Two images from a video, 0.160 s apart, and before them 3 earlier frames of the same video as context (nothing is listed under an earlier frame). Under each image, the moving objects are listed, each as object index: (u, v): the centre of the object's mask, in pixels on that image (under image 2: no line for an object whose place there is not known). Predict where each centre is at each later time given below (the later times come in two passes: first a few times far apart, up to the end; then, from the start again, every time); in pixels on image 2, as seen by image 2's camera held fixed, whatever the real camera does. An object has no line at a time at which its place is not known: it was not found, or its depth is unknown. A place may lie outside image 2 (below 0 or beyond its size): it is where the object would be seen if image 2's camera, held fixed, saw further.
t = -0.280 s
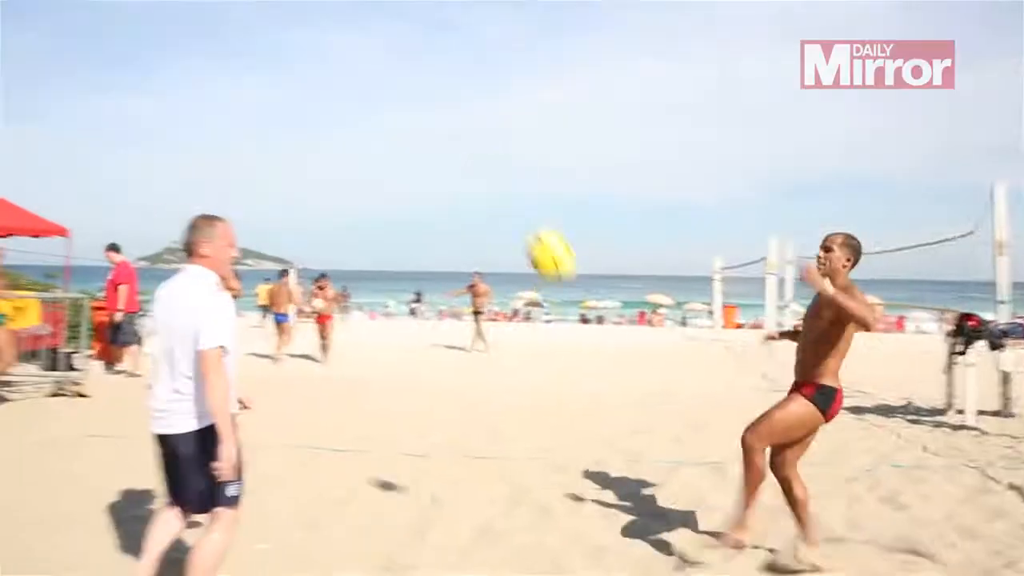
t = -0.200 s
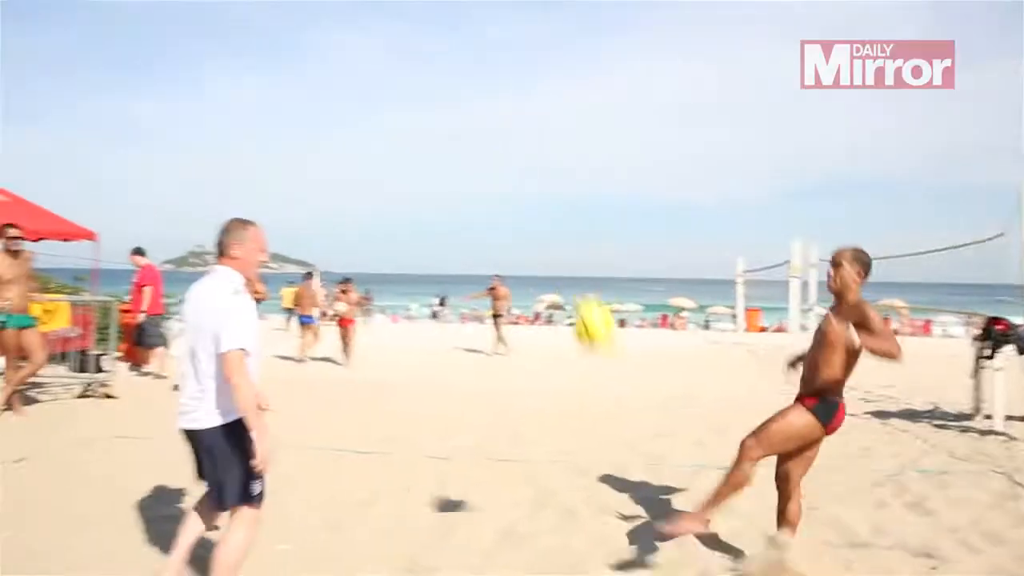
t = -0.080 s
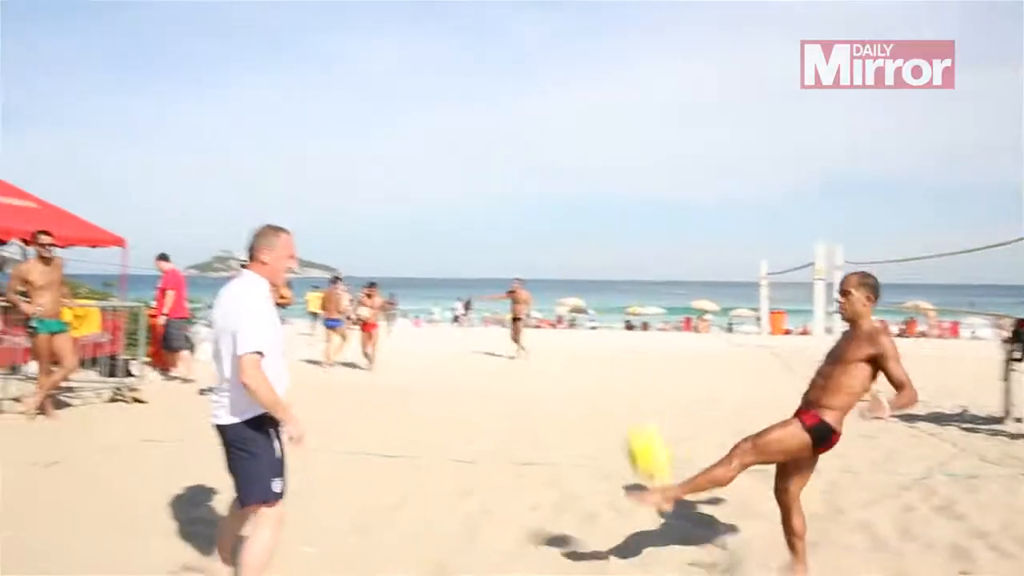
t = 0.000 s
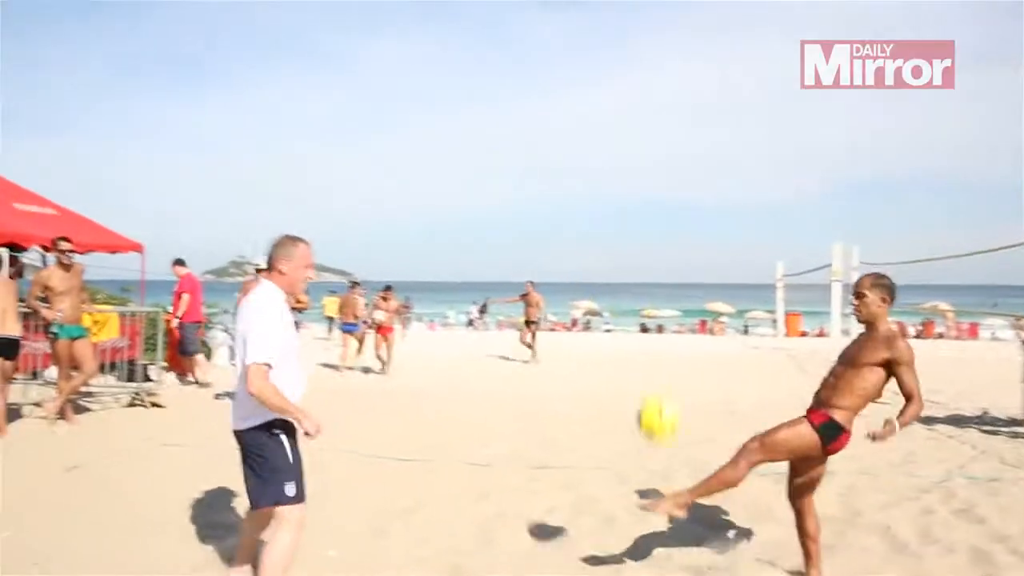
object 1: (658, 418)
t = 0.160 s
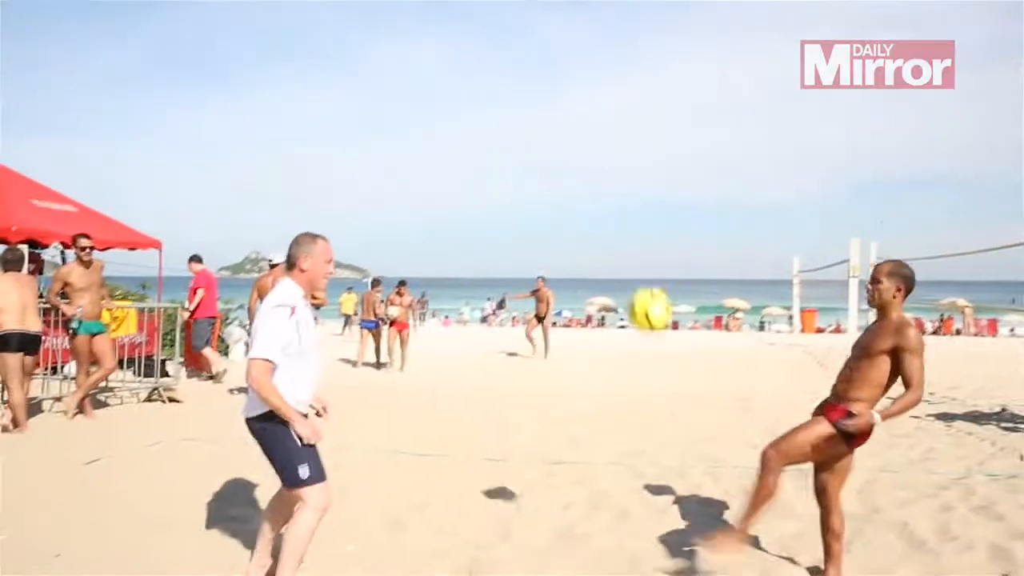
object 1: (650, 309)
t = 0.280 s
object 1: (632, 267)
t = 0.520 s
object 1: (598, 259)
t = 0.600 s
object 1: (588, 282)
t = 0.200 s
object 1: (644, 292)
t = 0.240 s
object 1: (638, 278)
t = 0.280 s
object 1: (632, 267)
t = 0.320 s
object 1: (627, 259)
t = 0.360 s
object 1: (621, 253)
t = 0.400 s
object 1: (614, 251)
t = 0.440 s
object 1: (607, 252)
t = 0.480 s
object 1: (602, 254)
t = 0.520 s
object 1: (598, 259)
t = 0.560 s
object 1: (593, 269)
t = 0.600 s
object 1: (588, 282)
